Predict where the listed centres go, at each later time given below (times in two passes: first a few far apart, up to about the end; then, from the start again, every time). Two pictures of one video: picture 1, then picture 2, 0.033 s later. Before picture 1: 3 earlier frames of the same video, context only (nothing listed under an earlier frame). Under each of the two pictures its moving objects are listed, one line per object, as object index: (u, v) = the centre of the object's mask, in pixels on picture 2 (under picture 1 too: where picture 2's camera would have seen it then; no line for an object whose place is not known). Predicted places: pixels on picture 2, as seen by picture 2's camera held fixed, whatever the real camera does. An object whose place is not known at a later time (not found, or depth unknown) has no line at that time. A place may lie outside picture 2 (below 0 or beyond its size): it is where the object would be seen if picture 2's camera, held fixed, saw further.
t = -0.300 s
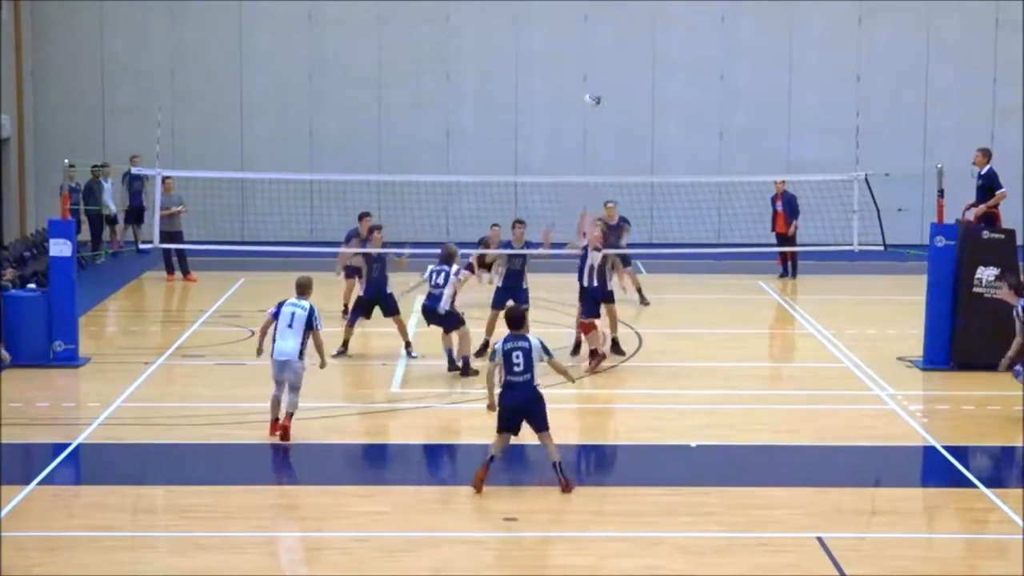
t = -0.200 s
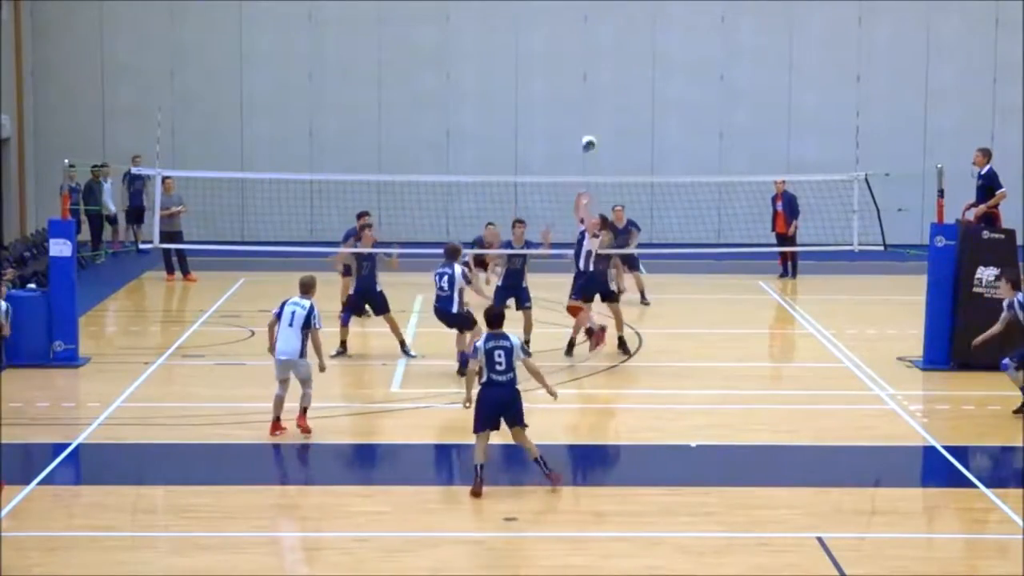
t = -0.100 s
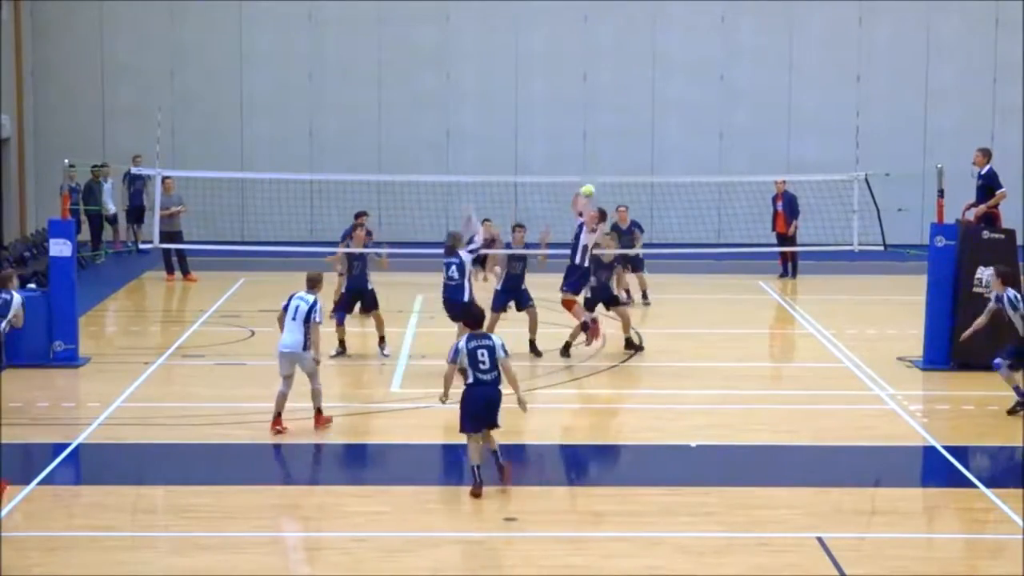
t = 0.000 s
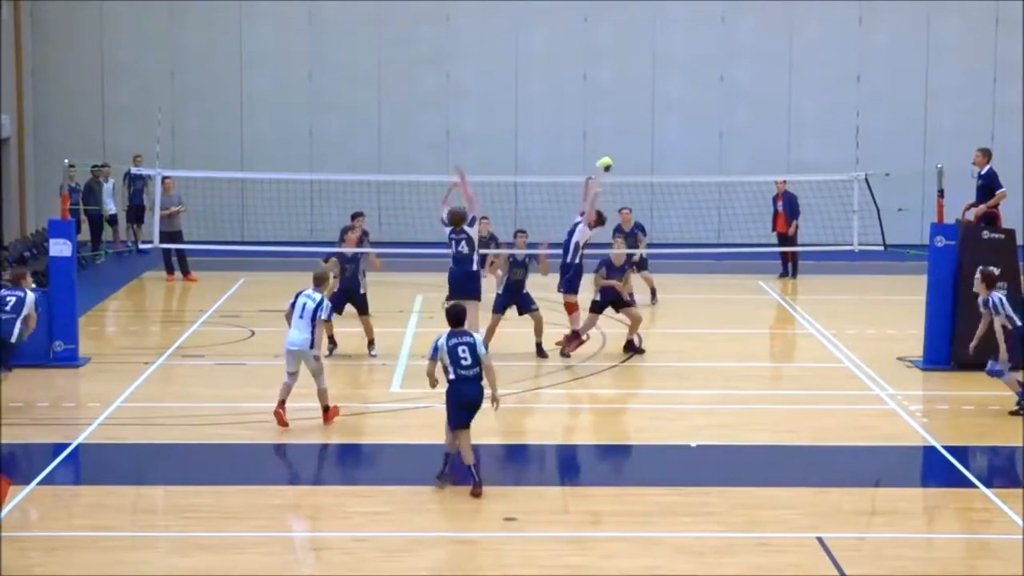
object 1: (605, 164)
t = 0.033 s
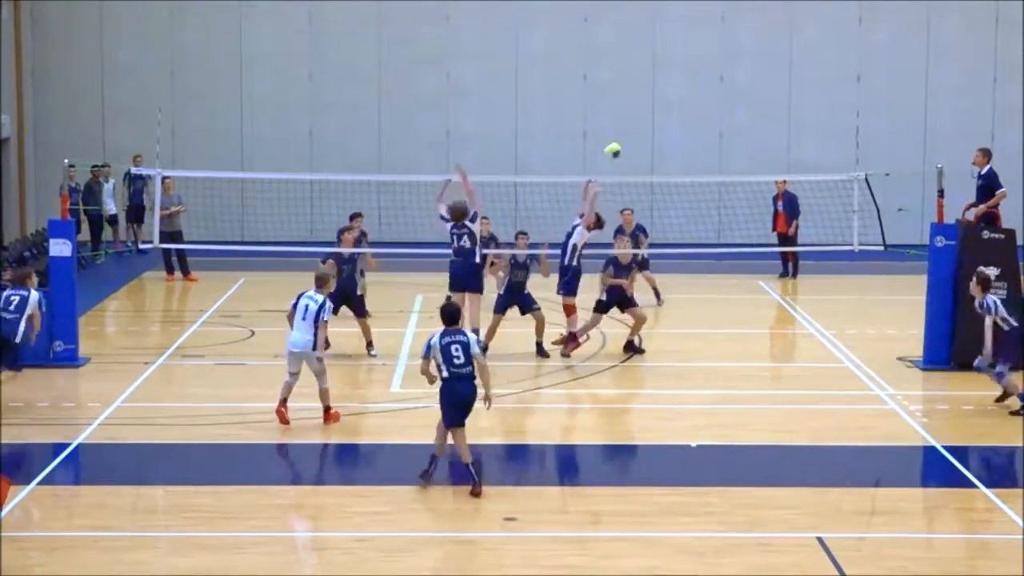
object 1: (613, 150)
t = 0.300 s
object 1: (676, 72)
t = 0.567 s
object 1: (737, 52)
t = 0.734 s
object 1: (773, 68)
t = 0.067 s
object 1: (622, 137)
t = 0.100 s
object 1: (630, 125)
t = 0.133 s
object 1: (637, 114)
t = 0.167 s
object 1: (645, 104)
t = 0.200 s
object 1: (653, 94)
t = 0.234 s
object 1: (661, 86)
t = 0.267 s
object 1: (668, 79)
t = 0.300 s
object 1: (676, 72)
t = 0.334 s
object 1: (684, 66)
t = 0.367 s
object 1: (691, 62)
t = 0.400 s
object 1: (699, 58)
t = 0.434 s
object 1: (707, 55)
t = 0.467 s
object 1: (714, 53)
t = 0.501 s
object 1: (722, 52)
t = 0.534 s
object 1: (729, 51)
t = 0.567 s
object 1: (737, 52)
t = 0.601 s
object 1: (744, 53)
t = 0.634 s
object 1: (751, 55)
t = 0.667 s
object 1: (759, 59)
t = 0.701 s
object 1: (766, 63)
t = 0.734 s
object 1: (773, 68)
